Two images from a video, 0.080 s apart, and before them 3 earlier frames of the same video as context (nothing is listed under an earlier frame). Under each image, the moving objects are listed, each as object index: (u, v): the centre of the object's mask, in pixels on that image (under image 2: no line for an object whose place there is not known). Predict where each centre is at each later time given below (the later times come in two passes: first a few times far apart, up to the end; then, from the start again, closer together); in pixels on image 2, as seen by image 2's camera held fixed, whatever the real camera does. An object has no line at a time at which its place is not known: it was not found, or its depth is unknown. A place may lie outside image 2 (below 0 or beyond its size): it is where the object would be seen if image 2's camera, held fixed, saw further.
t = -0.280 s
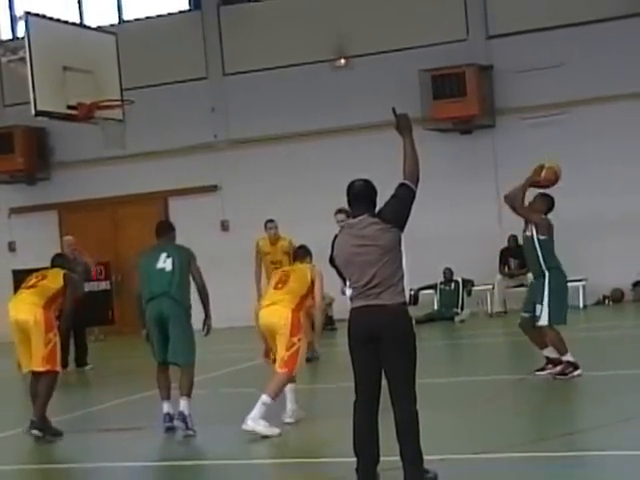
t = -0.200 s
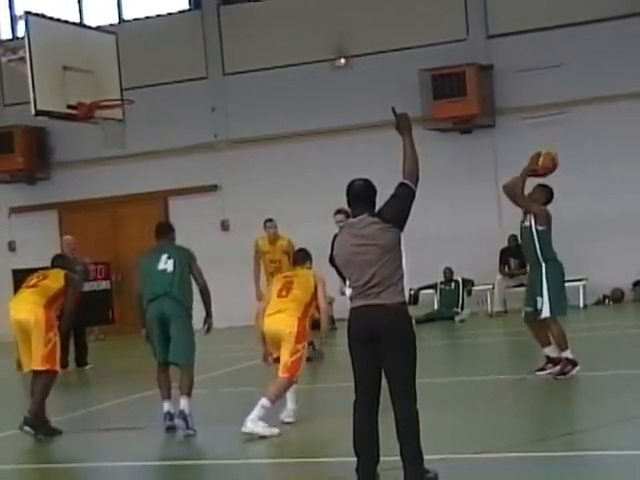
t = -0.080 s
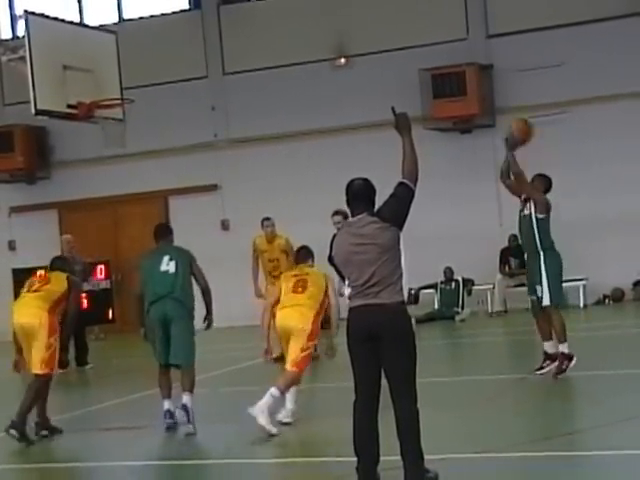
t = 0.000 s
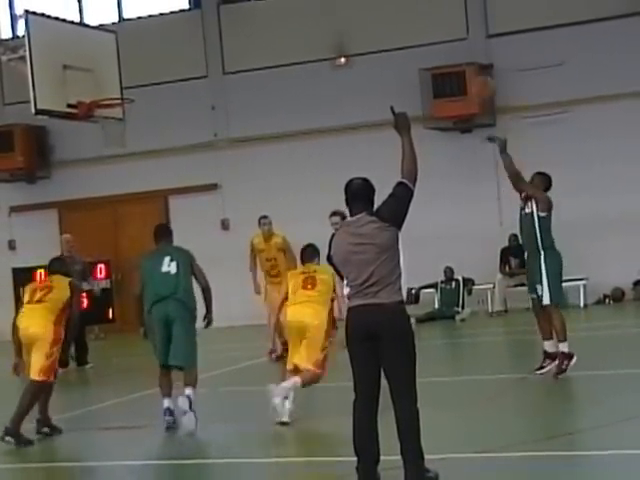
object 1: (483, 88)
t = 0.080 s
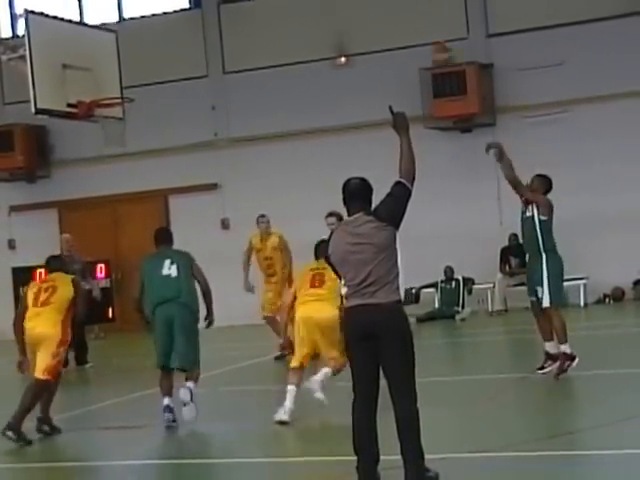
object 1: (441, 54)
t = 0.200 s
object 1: (382, 18)
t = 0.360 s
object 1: (310, 4)
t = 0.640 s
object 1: (200, 11)
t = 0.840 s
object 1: (132, 72)
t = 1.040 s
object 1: (105, 142)
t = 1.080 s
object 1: (106, 156)
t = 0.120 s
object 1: (422, 41)
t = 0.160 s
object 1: (402, 29)
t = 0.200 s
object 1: (382, 18)
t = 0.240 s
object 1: (364, 10)
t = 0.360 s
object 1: (310, 4)
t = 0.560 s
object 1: (230, 6)
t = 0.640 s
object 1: (200, 11)
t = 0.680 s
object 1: (189, 22)
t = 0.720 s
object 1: (174, 31)
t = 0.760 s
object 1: (159, 43)
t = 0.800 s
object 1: (145, 56)
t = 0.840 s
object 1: (132, 72)
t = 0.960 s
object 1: (99, 119)
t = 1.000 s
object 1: (101, 129)
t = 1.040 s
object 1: (105, 142)
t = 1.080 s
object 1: (106, 156)
